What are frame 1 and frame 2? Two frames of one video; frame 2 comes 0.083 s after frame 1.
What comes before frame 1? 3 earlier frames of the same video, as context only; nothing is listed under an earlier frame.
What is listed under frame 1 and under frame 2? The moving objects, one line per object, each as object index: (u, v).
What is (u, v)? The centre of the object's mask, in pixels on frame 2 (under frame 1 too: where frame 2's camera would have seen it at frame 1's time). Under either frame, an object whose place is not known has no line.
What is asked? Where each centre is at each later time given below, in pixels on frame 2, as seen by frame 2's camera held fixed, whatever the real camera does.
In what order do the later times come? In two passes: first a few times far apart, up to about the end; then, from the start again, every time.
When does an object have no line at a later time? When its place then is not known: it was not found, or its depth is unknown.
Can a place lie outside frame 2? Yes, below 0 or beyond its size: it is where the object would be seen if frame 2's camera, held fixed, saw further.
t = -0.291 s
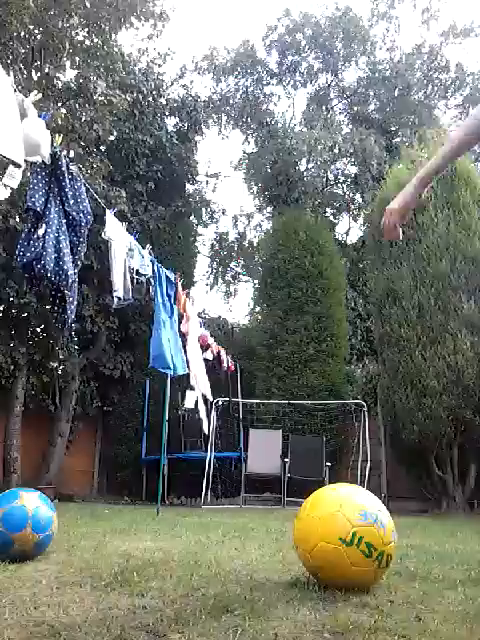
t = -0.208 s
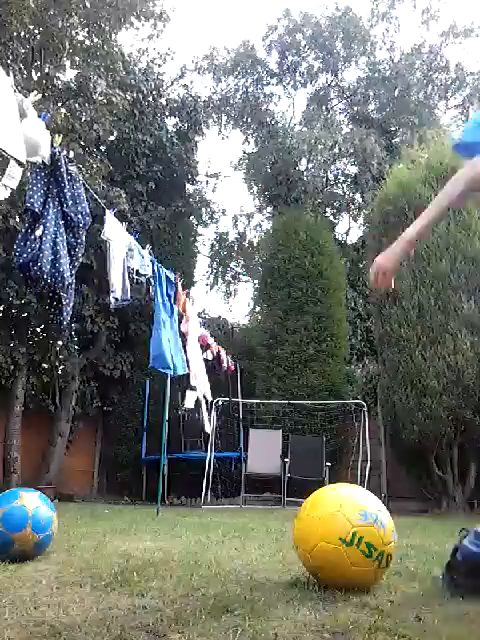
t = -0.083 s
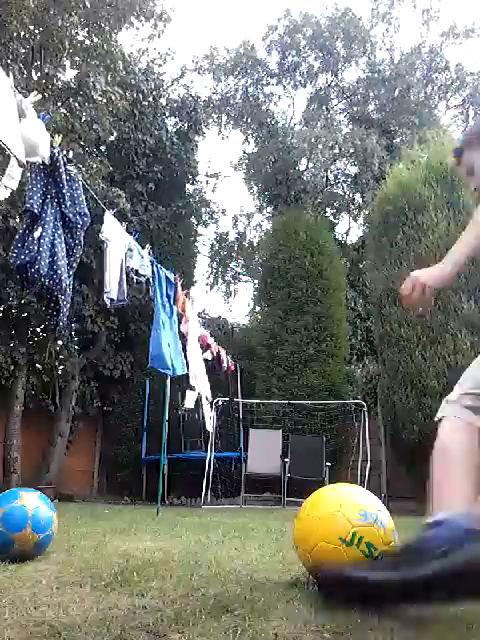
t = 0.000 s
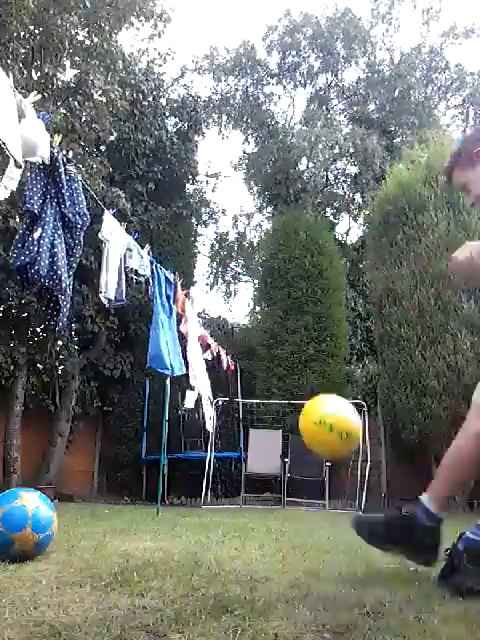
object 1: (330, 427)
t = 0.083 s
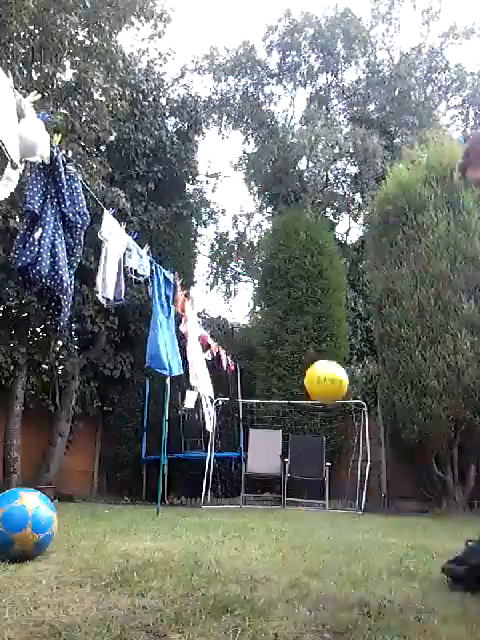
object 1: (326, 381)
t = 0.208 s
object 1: (325, 367)
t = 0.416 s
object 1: (327, 385)
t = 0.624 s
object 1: (329, 424)
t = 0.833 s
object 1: (332, 463)
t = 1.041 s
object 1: (333, 492)
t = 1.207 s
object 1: (332, 474)
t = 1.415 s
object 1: (330, 475)
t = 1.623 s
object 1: (328, 499)
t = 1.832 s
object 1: (325, 499)
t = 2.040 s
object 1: (324, 499)
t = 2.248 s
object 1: (319, 498)
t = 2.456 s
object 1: (319, 498)
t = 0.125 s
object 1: (325, 372)
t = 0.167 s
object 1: (325, 368)
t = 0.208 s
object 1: (325, 367)
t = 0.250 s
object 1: (326, 368)
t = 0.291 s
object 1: (326, 371)
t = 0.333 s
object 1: (326, 374)
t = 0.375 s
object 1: (327, 379)
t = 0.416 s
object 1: (327, 385)
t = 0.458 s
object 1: (328, 392)
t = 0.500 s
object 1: (328, 399)
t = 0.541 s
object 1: (328, 407)
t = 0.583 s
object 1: (329, 416)
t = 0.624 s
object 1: (329, 424)
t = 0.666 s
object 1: (330, 433)
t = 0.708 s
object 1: (330, 442)
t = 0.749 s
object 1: (331, 449)
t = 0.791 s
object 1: (331, 456)
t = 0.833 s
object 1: (332, 463)
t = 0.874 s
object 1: (333, 473)
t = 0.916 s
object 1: (334, 483)
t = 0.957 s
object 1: (334, 494)
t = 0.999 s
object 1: (334, 499)
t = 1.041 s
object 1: (333, 492)
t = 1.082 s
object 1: (333, 486)
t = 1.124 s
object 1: (333, 482)
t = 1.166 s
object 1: (333, 477)
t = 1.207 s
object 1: (332, 474)
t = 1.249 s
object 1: (332, 473)
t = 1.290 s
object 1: (332, 472)
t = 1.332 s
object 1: (331, 473)
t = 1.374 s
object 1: (331, 474)
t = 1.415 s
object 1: (330, 475)
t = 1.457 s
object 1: (330, 477)
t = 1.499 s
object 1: (328, 485)
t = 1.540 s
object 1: (328, 491)
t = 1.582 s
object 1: (328, 498)
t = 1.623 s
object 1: (328, 499)
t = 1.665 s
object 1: (327, 497)
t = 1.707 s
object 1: (327, 497)
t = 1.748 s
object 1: (325, 498)
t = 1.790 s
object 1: (325, 499)
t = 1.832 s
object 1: (325, 499)
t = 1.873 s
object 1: (325, 499)
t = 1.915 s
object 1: (325, 499)
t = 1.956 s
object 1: (325, 500)
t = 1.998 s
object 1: (324, 499)
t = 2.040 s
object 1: (324, 499)
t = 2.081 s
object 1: (323, 499)
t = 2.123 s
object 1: (322, 498)
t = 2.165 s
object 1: (320, 497)
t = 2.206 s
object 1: (320, 497)
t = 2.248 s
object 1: (319, 498)
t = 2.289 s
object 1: (319, 498)
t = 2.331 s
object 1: (319, 498)
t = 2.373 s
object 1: (319, 498)
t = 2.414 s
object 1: (319, 498)
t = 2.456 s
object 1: (319, 498)
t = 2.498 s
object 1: (319, 498)
